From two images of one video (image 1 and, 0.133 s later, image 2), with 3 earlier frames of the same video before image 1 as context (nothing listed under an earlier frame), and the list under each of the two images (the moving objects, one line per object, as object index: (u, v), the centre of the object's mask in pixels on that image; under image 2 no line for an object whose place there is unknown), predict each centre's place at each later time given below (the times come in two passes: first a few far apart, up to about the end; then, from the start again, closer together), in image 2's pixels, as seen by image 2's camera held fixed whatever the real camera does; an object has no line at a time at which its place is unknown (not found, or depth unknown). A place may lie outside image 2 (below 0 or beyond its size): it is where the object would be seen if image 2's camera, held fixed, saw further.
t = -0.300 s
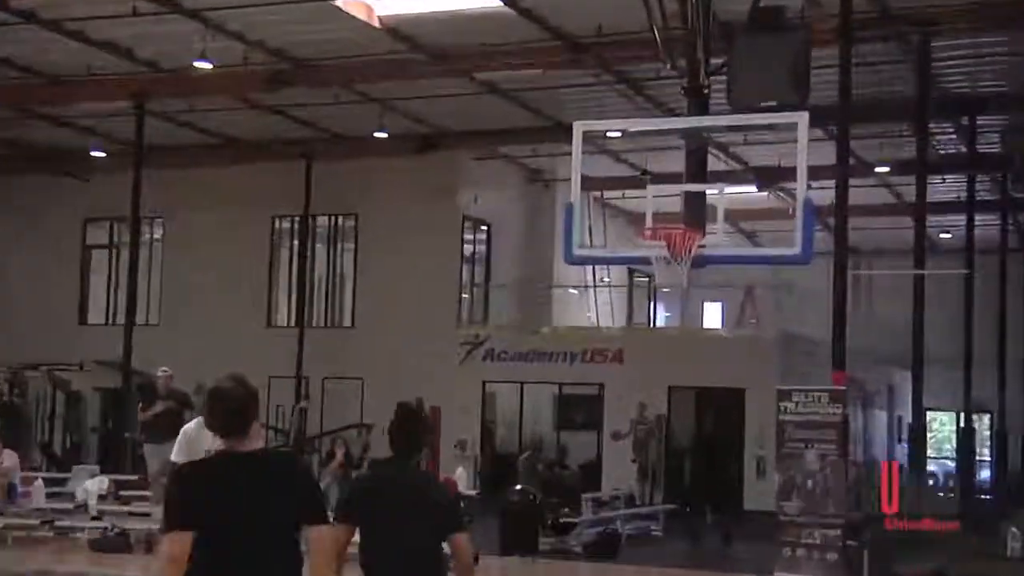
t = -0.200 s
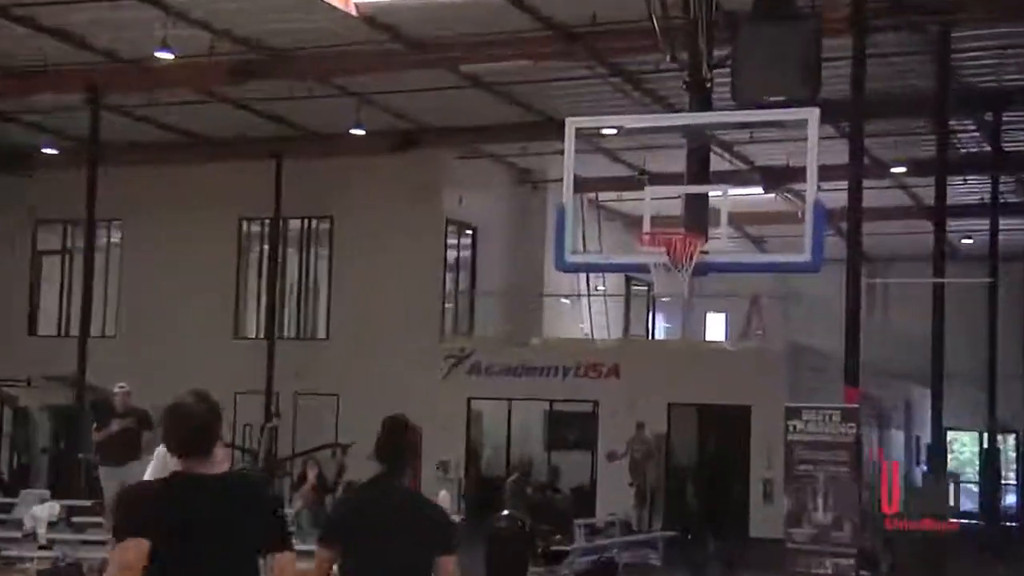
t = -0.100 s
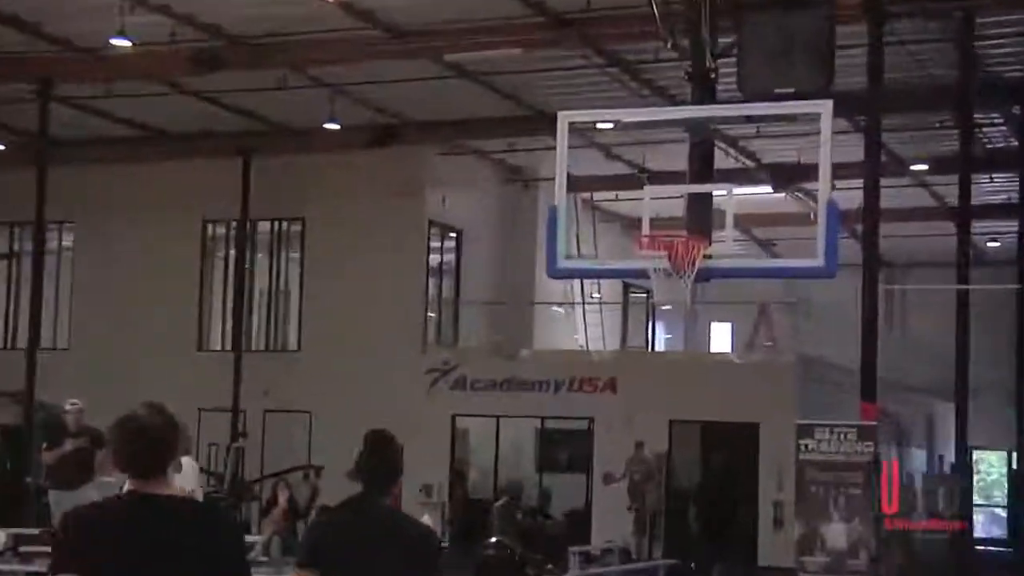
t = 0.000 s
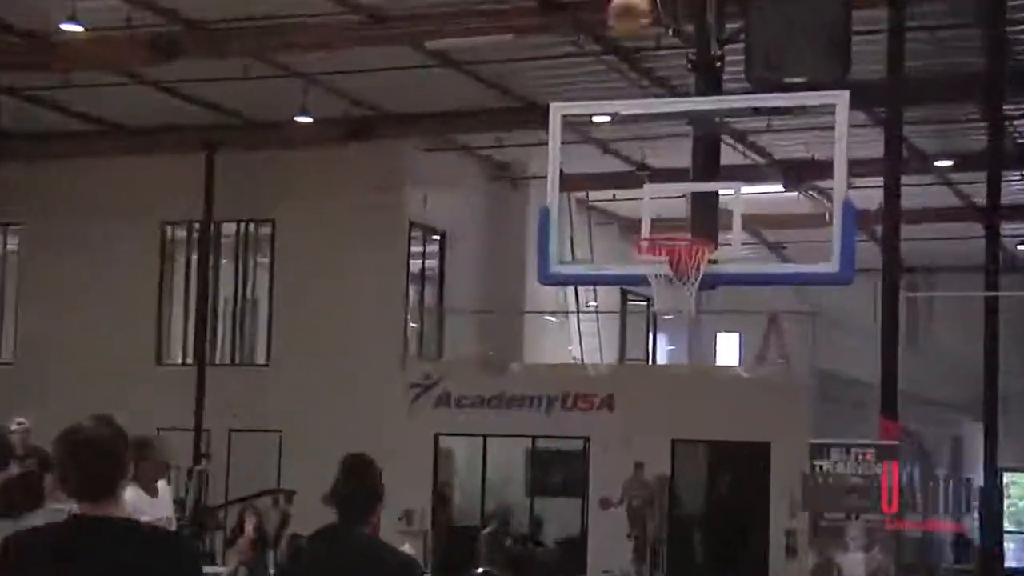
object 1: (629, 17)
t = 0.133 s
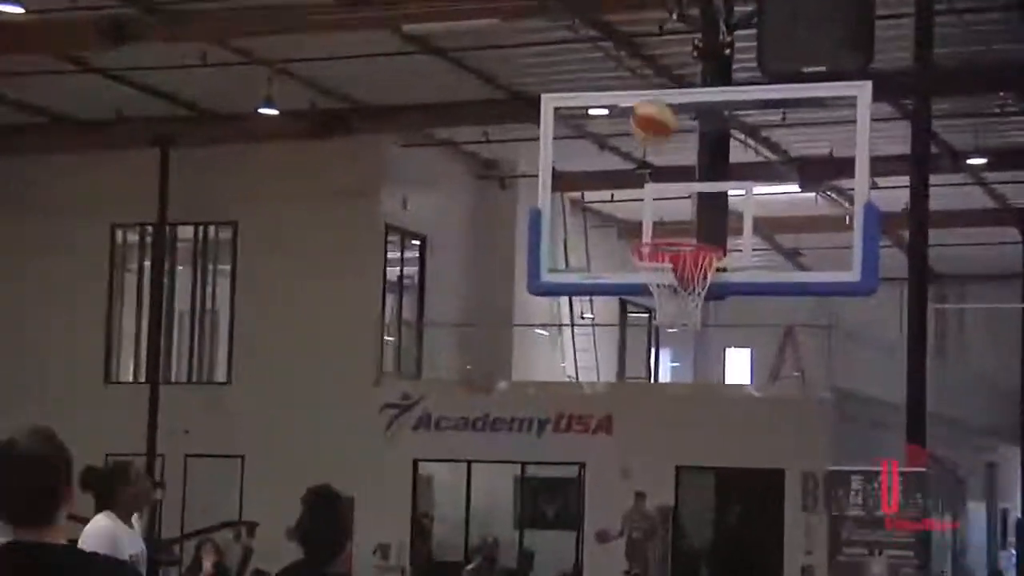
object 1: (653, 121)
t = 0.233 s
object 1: (668, 226)
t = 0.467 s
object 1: (692, 273)
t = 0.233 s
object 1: (668, 226)
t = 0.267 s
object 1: (675, 256)
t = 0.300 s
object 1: (685, 271)
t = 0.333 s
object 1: (690, 284)
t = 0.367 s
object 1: (696, 271)
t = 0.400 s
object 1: (697, 265)
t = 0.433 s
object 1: (697, 262)
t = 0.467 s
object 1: (692, 273)
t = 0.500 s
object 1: (692, 281)
